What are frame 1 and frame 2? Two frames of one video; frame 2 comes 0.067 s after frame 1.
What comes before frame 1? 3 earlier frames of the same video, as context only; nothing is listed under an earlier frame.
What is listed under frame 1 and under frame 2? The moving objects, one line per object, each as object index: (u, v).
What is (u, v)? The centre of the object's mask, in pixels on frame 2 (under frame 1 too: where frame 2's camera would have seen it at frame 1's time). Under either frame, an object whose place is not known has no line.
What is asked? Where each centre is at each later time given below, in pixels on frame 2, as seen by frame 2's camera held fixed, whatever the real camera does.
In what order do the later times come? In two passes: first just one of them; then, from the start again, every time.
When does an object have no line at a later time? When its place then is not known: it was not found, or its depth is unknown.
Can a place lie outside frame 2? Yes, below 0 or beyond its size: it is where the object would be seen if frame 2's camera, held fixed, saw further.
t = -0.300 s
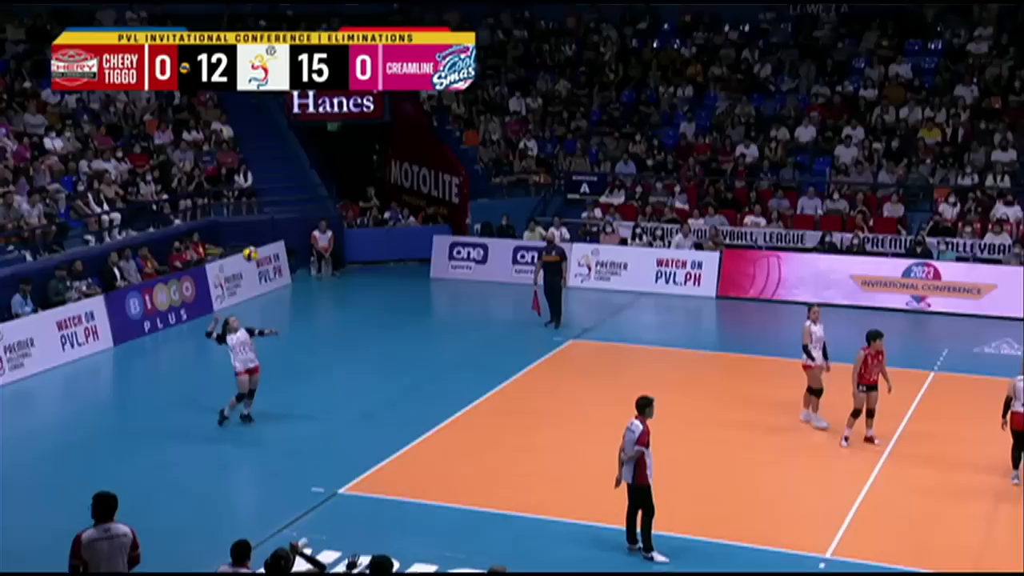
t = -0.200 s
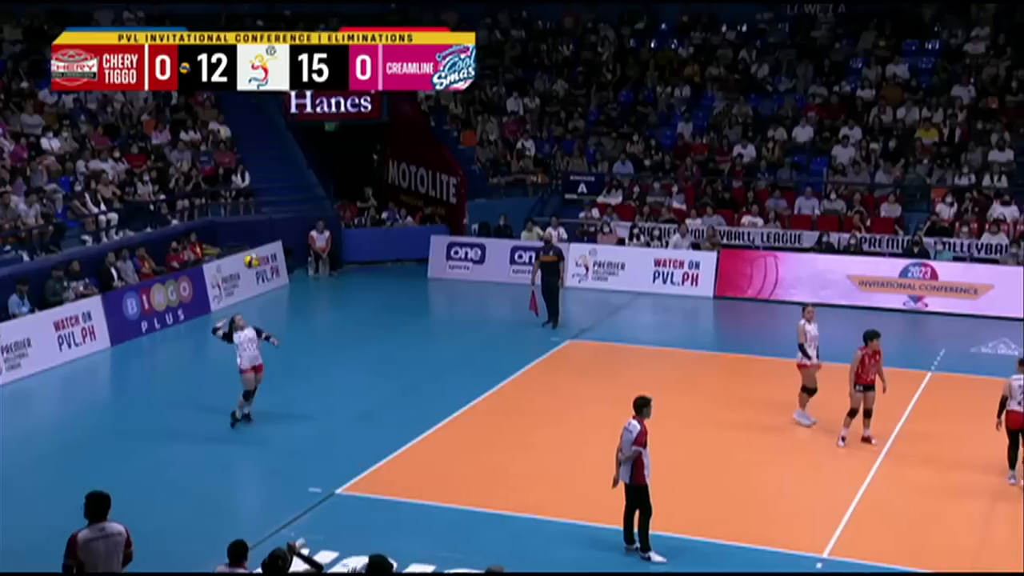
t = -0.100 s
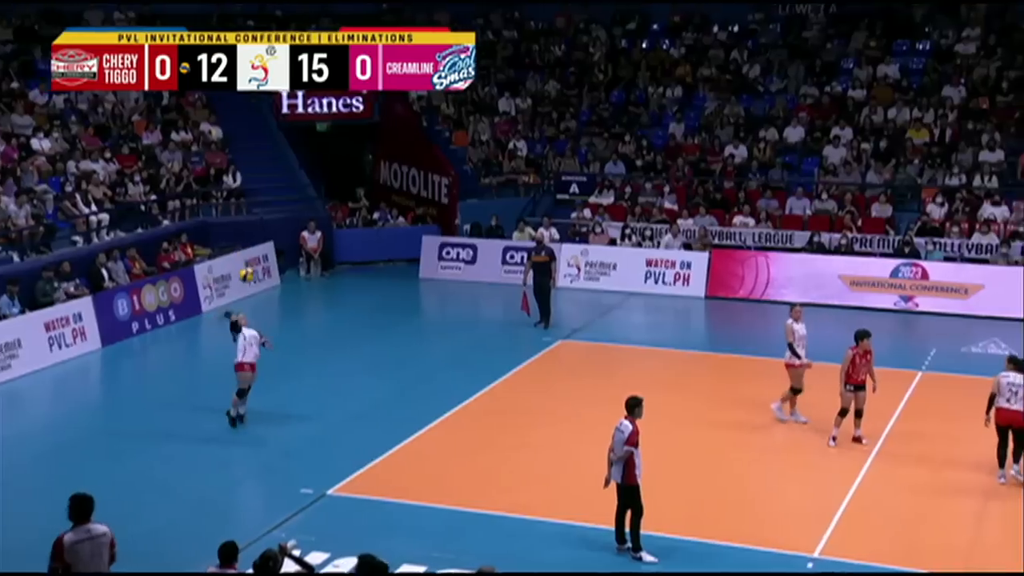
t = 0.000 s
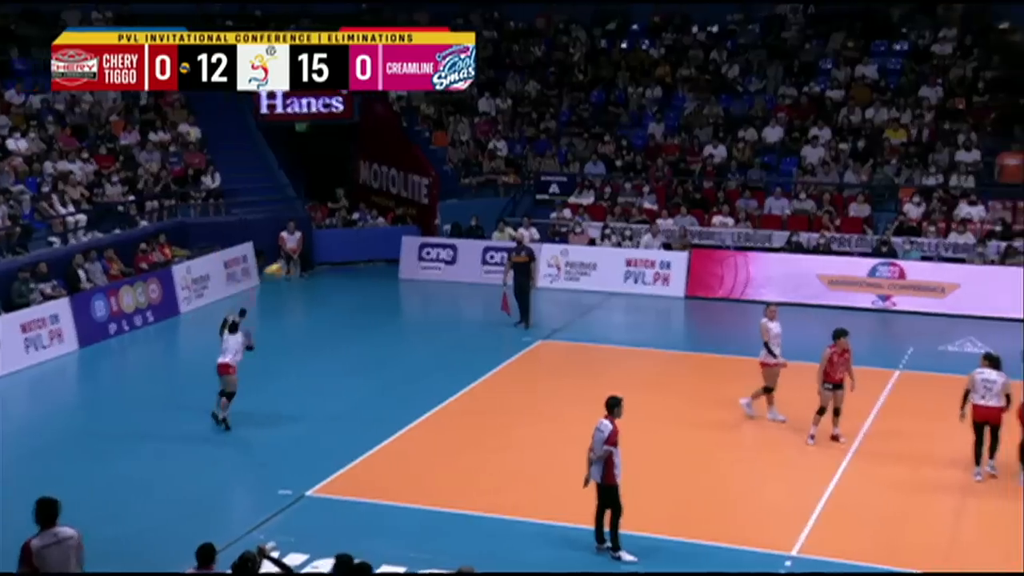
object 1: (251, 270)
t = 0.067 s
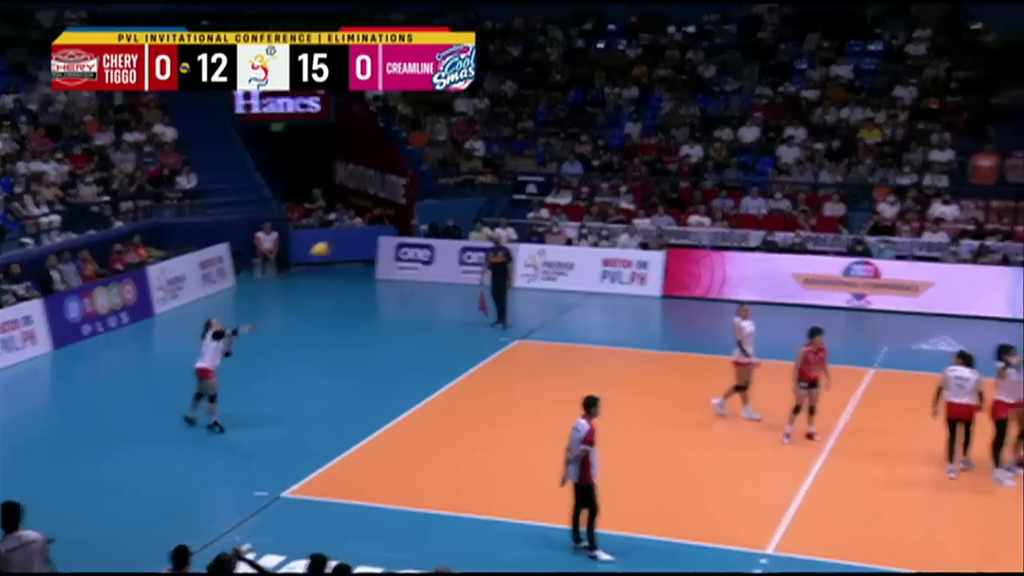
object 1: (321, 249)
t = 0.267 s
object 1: (525, 201)
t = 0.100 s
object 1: (355, 239)
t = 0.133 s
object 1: (390, 229)
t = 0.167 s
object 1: (423, 222)
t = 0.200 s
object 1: (457, 213)
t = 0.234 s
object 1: (492, 207)
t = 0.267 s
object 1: (525, 201)
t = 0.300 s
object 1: (560, 196)
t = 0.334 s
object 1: (594, 192)
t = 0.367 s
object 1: (629, 188)
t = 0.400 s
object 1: (663, 186)
